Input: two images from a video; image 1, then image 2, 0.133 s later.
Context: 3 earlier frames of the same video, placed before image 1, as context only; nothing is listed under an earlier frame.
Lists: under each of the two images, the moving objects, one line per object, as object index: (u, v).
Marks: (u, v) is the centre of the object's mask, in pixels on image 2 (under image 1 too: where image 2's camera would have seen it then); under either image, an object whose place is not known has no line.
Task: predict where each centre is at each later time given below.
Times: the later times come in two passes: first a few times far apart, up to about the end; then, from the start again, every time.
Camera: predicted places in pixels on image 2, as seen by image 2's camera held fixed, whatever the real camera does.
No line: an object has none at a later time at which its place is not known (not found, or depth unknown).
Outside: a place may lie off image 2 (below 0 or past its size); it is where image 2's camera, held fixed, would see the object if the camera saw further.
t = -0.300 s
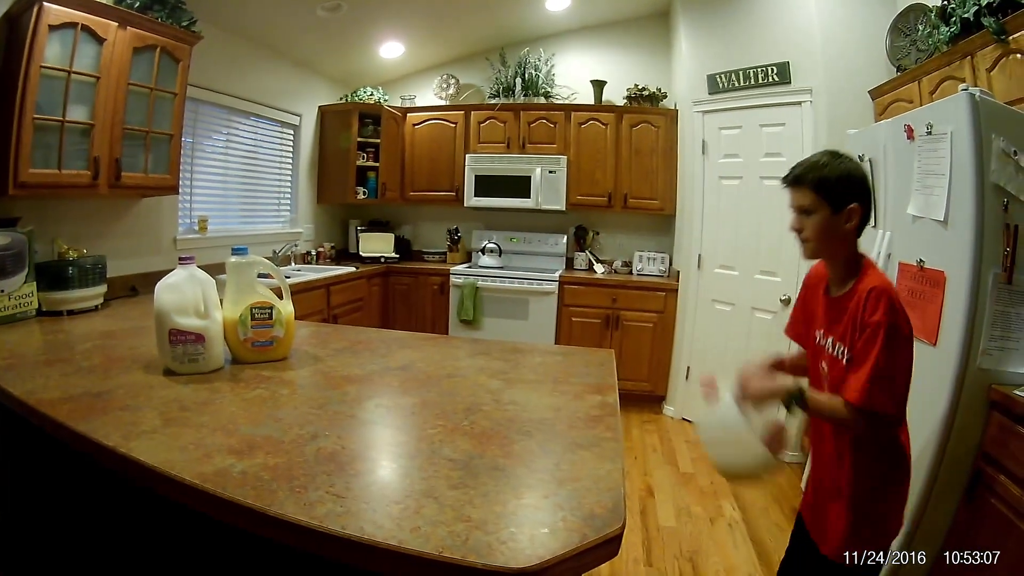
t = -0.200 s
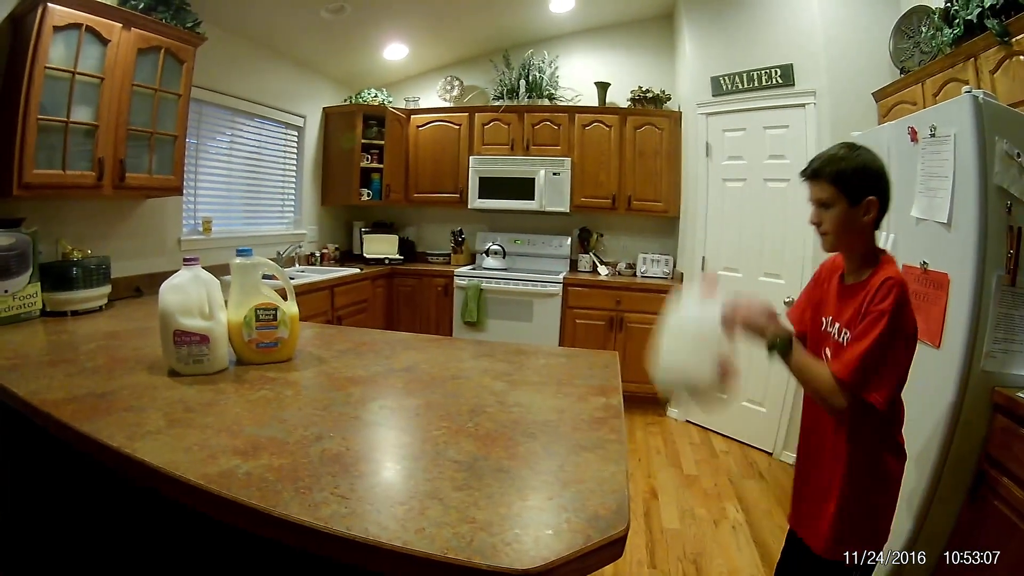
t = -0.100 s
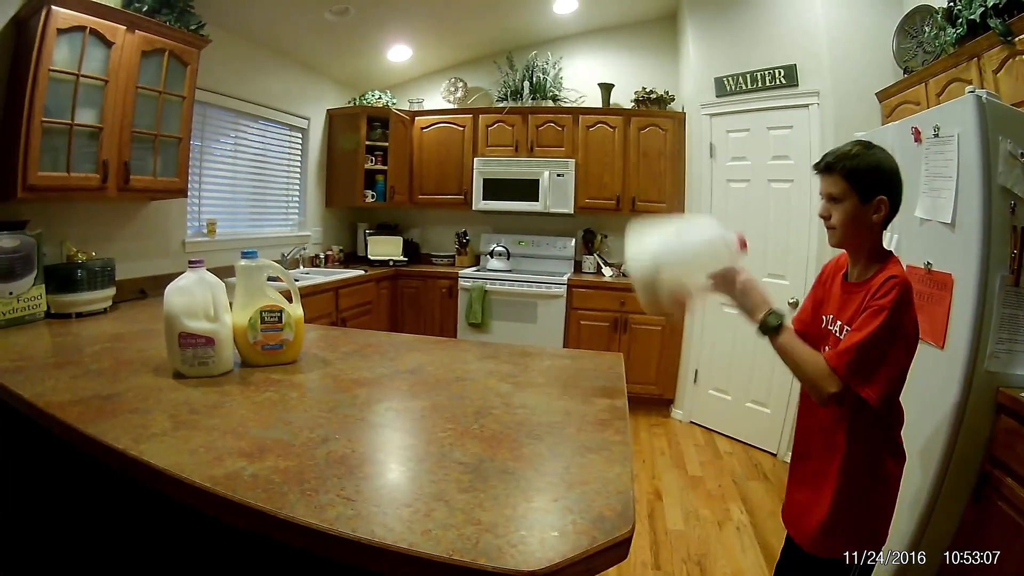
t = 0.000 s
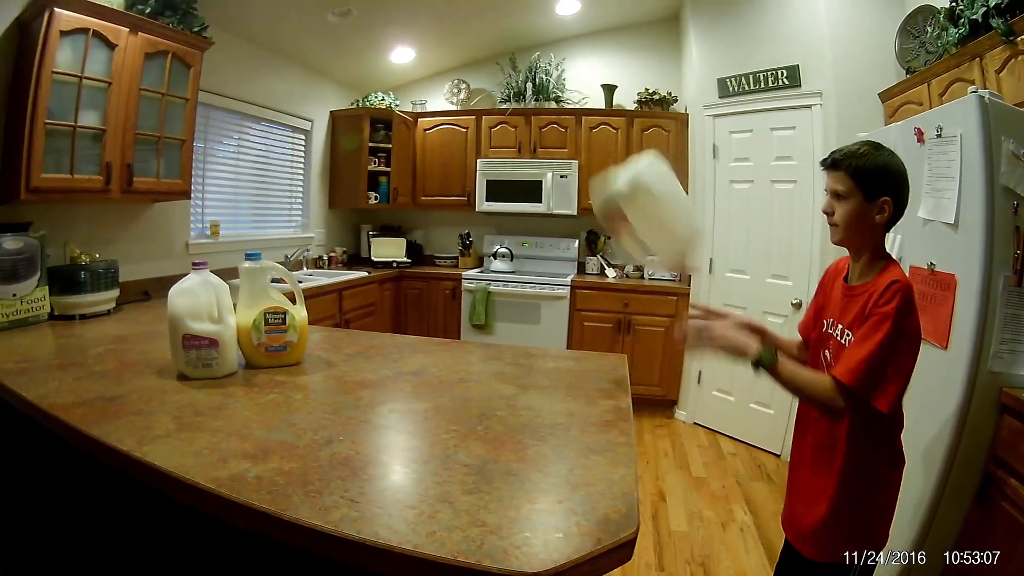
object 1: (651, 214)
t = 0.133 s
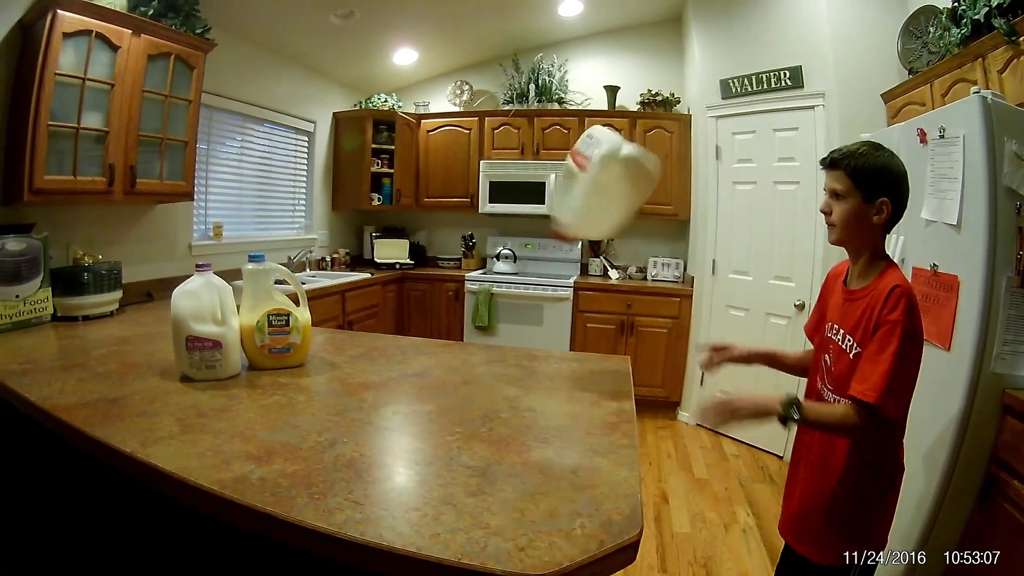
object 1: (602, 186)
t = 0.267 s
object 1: (561, 226)
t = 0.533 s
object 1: (531, 331)
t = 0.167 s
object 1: (590, 189)
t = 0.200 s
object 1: (580, 197)
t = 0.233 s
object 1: (571, 209)
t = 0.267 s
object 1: (561, 226)
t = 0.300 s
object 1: (555, 246)
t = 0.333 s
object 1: (548, 279)
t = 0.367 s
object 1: (539, 318)
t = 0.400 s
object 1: (537, 327)
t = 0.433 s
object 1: (540, 332)
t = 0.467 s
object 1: (537, 333)
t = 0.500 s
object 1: (536, 333)
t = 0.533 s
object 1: (531, 331)
